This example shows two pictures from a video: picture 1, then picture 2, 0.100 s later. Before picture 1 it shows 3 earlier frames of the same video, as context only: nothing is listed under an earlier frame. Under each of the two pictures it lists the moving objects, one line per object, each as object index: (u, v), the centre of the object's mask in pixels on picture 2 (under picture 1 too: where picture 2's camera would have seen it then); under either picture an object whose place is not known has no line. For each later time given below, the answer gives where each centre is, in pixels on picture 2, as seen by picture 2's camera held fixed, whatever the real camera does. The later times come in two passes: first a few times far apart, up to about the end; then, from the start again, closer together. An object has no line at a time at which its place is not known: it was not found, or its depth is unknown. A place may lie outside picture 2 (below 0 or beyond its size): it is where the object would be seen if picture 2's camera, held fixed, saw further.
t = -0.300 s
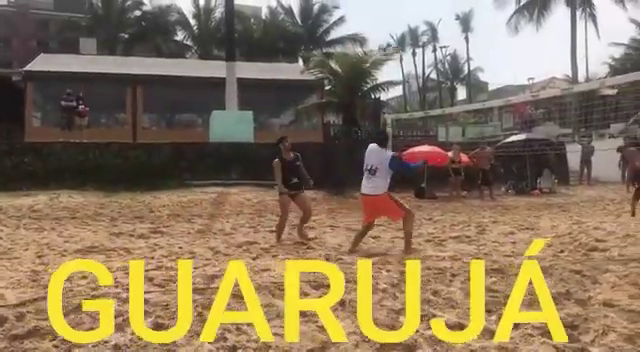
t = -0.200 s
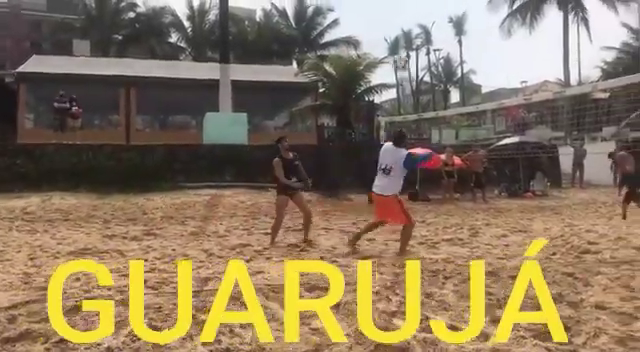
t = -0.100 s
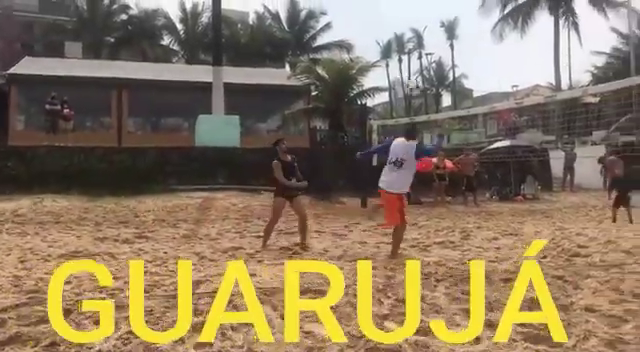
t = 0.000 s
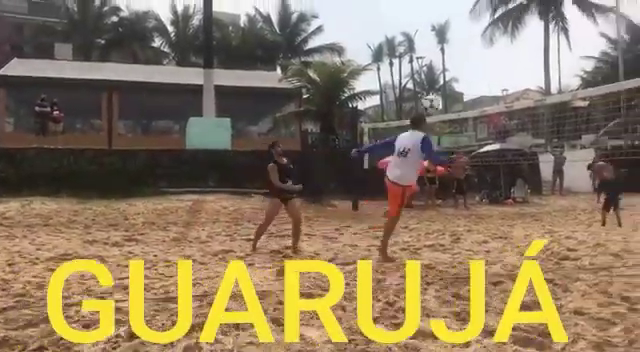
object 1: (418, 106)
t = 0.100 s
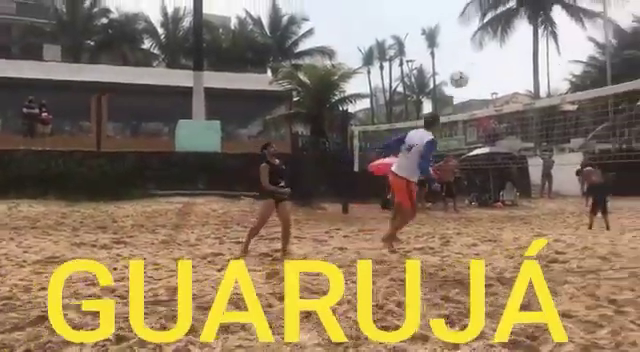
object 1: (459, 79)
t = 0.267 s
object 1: (523, 50)
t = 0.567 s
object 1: (628, 55)
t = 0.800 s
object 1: (705, 107)
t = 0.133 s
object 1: (472, 71)
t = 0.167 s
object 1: (485, 65)
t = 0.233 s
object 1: (510, 54)
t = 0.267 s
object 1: (523, 50)
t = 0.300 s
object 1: (535, 48)
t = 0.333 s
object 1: (547, 45)
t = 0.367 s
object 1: (559, 44)
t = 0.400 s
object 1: (570, 44)
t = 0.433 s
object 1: (582, 45)
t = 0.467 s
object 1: (594, 46)
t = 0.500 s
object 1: (604, 47)
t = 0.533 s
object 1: (617, 51)
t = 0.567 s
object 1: (628, 55)
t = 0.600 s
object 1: (639, 59)
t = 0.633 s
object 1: (650, 66)
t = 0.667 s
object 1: (661, 69)
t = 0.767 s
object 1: (695, 96)
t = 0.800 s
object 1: (705, 107)
